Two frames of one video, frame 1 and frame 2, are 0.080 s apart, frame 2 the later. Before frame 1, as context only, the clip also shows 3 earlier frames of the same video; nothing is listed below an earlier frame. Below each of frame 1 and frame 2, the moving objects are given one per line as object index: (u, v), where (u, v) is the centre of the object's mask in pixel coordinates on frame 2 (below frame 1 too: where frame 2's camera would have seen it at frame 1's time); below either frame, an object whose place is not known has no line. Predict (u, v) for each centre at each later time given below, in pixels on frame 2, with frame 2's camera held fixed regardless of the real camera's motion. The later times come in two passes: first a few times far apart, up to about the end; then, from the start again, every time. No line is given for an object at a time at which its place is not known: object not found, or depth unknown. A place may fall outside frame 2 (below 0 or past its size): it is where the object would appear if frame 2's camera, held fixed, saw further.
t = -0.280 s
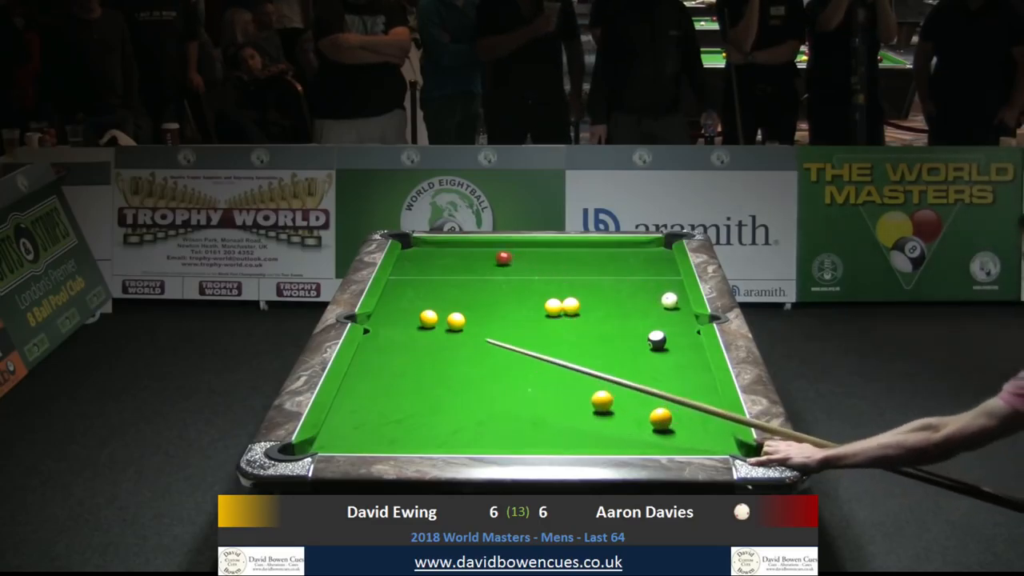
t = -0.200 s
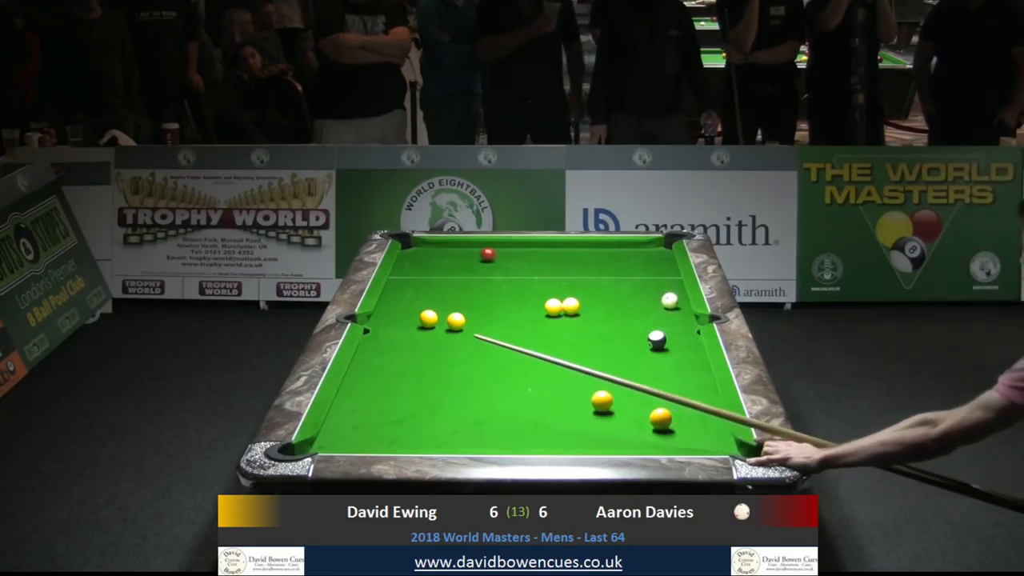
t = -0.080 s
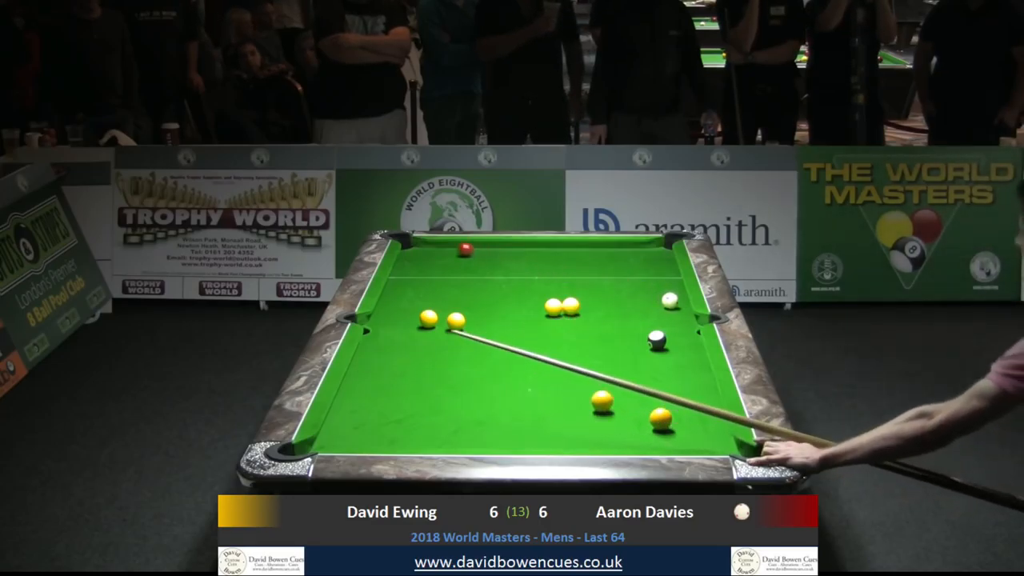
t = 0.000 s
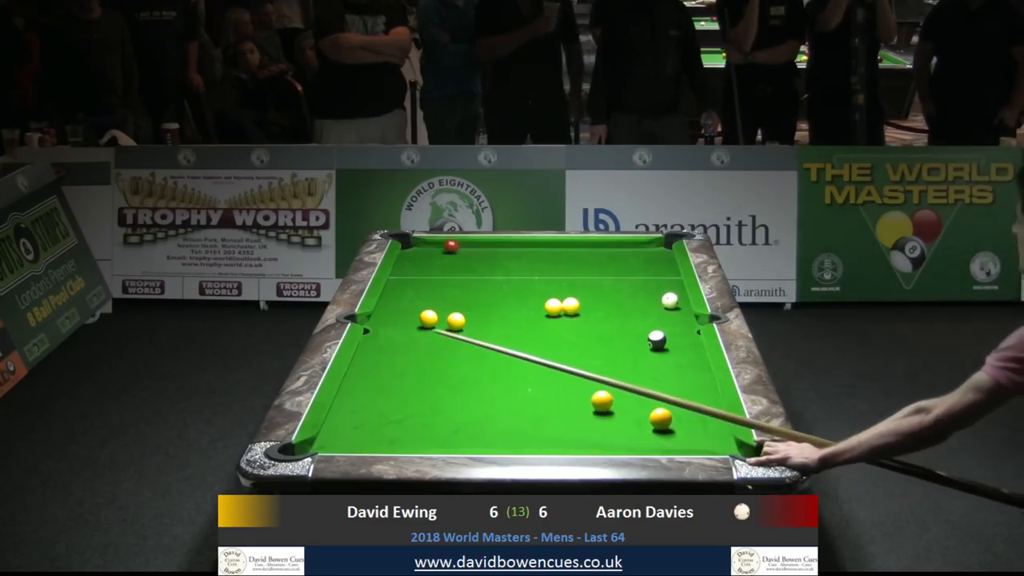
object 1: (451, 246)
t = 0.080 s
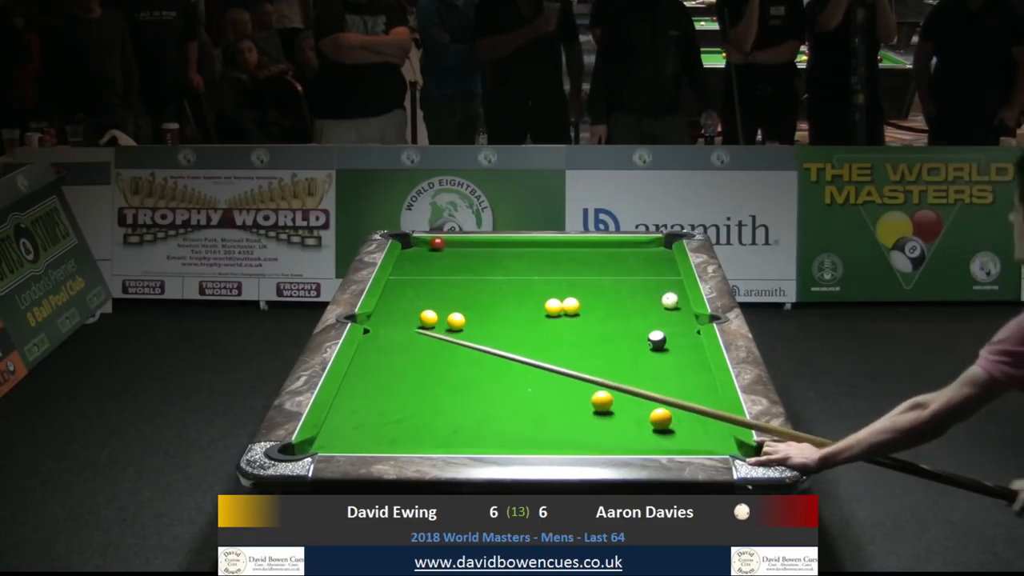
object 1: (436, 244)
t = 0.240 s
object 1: (413, 247)
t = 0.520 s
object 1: (432, 253)
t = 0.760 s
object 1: (453, 258)
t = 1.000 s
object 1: (474, 263)
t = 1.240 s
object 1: (494, 267)
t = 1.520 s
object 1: (517, 272)
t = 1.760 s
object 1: (536, 276)
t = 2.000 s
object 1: (553, 280)
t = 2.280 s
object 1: (572, 284)
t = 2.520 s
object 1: (588, 287)
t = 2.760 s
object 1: (602, 291)
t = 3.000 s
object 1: (615, 293)
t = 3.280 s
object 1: (628, 296)
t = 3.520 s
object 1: (638, 298)
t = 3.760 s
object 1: (646, 300)
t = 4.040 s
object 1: (654, 302)
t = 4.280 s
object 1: (658, 303)
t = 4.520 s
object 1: (659, 303)
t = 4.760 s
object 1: (660, 304)
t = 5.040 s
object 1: (660, 304)
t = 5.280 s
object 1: (660, 304)
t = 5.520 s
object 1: (660, 304)
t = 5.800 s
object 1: (660, 304)
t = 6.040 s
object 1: (660, 304)
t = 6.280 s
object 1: (660, 304)
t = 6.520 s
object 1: (660, 304)
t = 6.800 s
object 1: (660, 304)
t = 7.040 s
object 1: (660, 304)
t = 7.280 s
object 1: (660, 304)
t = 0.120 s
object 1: (431, 245)
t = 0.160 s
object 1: (424, 246)
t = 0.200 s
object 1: (419, 246)
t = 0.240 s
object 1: (413, 247)
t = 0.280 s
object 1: (409, 248)
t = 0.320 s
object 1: (413, 249)
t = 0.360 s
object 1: (417, 250)
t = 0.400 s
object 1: (421, 251)
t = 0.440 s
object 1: (424, 251)
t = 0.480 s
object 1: (428, 252)
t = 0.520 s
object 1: (432, 253)
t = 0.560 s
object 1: (435, 254)
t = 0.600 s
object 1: (439, 255)
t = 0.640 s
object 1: (442, 256)
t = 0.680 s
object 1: (446, 256)
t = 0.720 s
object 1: (449, 257)
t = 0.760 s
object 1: (453, 258)
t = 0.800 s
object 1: (456, 259)
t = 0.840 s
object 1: (460, 259)
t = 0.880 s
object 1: (464, 260)
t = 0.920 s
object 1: (467, 261)
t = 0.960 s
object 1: (470, 262)
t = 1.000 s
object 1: (474, 263)
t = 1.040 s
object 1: (477, 264)
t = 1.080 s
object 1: (481, 264)
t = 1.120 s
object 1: (484, 265)
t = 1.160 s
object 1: (487, 266)
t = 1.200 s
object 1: (491, 266)
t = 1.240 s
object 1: (494, 267)
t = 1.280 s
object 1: (498, 268)
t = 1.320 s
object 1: (501, 269)
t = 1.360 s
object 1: (504, 270)
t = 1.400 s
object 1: (507, 270)
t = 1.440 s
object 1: (511, 271)
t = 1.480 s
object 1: (514, 272)
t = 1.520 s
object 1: (517, 272)
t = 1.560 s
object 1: (520, 273)
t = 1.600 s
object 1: (523, 273)
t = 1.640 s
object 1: (526, 274)
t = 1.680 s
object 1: (529, 275)
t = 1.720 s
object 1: (532, 276)
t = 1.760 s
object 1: (536, 276)
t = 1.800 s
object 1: (538, 277)
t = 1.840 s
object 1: (541, 277)
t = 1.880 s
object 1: (544, 278)
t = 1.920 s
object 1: (547, 279)
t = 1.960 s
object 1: (550, 279)
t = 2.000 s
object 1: (553, 280)
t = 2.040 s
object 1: (556, 280)
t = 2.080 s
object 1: (559, 281)
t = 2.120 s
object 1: (561, 282)
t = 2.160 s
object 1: (564, 283)
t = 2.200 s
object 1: (567, 283)
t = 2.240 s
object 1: (570, 284)
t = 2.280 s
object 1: (572, 284)
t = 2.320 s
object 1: (575, 285)
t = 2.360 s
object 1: (578, 285)
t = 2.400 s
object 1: (580, 286)
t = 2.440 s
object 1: (583, 286)
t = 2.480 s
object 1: (585, 287)
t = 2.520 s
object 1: (588, 287)
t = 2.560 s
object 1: (590, 288)
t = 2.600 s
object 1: (593, 288)
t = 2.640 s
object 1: (595, 289)
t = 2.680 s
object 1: (597, 290)
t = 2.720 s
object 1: (600, 290)
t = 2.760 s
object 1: (602, 291)
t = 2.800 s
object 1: (604, 291)
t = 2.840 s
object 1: (607, 291)
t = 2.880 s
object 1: (609, 292)
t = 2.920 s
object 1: (611, 292)
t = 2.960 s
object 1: (613, 293)
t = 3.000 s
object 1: (615, 293)
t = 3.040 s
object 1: (617, 294)
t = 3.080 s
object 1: (619, 294)
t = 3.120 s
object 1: (621, 294)
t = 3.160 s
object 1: (623, 295)
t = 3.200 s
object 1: (625, 295)
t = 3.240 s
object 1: (626, 296)
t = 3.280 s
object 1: (628, 296)
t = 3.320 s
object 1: (630, 296)
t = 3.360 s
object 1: (632, 297)
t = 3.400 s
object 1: (634, 297)
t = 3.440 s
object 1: (635, 298)
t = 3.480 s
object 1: (637, 298)
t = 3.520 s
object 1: (638, 298)
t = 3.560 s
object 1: (640, 299)
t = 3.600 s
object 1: (641, 299)
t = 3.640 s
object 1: (642, 299)
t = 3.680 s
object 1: (644, 299)
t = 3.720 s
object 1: (645, 299)
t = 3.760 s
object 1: (646, 300)
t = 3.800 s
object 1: (648, 300)
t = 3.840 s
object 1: (649, 300)
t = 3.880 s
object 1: (650, 301)
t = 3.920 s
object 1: (651, 301)
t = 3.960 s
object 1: (652, 301)
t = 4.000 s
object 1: (653, 301)
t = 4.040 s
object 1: (654, 302)
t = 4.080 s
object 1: (655, 302)
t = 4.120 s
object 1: (655, 302)
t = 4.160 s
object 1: (656, 302)
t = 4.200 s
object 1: (657, 303)
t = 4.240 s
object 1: (657, 303)
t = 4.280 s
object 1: (658, 303)
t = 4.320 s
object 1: (658, 303)
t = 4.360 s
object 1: (658, 303)
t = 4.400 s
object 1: (658, 303)
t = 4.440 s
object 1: (659, 303)
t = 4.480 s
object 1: (659, 303)
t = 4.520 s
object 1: (659, 303)
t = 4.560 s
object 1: (660, 304)
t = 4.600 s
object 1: (660, 304)
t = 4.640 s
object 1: (660, 303)
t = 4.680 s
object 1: (660, 304)
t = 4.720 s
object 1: (660, 304)
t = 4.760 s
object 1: (660, 304)
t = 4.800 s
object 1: (660, 304)
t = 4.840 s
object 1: (660, 304)
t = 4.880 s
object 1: (660, 304)
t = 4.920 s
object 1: (660, 304)
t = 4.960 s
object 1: (660, 304)
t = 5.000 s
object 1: (660, 304)
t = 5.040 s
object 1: (660, 304)
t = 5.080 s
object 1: (660, 304)
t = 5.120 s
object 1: (660, 304)
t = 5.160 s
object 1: (660, 304)
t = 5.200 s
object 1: (660, 304)
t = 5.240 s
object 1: (660, 304)
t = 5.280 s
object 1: (660, 304)
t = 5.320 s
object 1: (660, 304)
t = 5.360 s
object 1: (660, 304)
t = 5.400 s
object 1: (660, 304)
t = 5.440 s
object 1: (660, 304)
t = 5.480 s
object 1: (660, 304)
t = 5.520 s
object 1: (660, 304)
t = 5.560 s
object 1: (660, 304)
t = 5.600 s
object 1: (660, 304)
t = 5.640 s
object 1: (660, 304)
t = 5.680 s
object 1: (660, 304)
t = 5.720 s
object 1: (660, 304)
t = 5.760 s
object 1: (660, 304)
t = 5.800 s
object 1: (660, 304)
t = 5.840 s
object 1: (660, 304)
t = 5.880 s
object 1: (660, 304)
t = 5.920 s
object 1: (660, 304)
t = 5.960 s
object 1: (660, 304)
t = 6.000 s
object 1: (660, 304)
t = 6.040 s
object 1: (660, 304)
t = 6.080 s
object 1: (660, 304)
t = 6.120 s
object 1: (660, 304)
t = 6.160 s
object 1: (660, 304)
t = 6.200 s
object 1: (660, 304)
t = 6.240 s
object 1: (660, 304)
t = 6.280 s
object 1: (660, 304)
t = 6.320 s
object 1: (660, 304)
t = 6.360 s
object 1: (660, 304)
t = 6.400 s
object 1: (660, 304)
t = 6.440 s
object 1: (660, 304)
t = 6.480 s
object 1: (660, 304)
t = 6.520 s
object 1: (660, 304)
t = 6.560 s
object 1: (660, 304)
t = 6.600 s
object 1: (660, 304)
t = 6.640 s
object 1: (660, 304)
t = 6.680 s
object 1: (660, 304)
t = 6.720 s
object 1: (660, 304)
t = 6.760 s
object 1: (660, 304)
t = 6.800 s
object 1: (660, 304)
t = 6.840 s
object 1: (660, 304)
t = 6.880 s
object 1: (660, 304)
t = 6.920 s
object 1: (660, 304)
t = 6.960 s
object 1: (660, 304)
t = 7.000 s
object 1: (660, 304)
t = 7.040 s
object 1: (660, 304)
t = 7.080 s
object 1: (660, 304)
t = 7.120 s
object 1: (660, 304)
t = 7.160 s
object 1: (660, 304)
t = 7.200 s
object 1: (660, 304)
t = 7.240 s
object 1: (660, 304)
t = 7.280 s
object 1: (660, 304)
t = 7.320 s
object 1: (660, 304)
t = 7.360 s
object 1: (660, 304)
